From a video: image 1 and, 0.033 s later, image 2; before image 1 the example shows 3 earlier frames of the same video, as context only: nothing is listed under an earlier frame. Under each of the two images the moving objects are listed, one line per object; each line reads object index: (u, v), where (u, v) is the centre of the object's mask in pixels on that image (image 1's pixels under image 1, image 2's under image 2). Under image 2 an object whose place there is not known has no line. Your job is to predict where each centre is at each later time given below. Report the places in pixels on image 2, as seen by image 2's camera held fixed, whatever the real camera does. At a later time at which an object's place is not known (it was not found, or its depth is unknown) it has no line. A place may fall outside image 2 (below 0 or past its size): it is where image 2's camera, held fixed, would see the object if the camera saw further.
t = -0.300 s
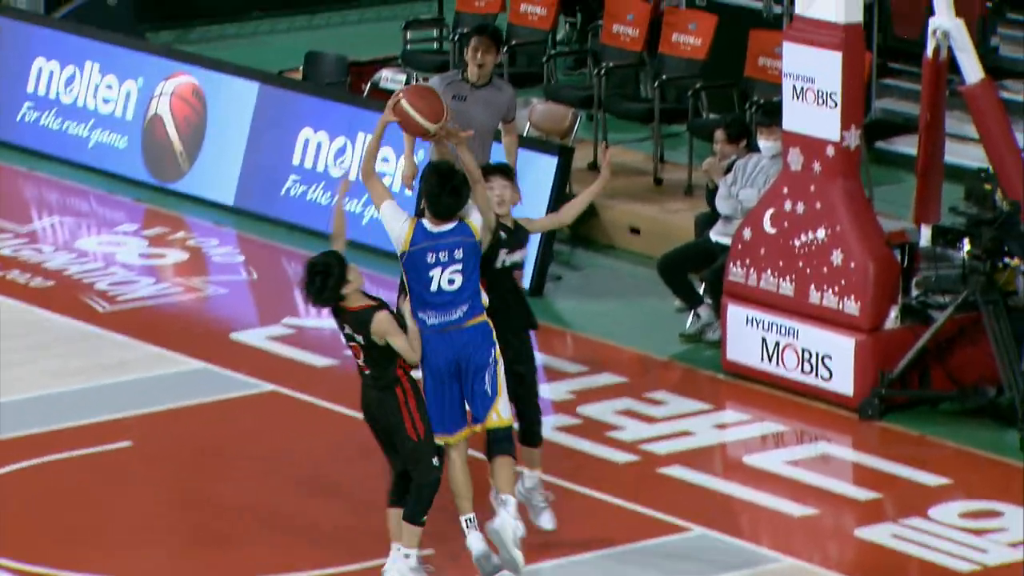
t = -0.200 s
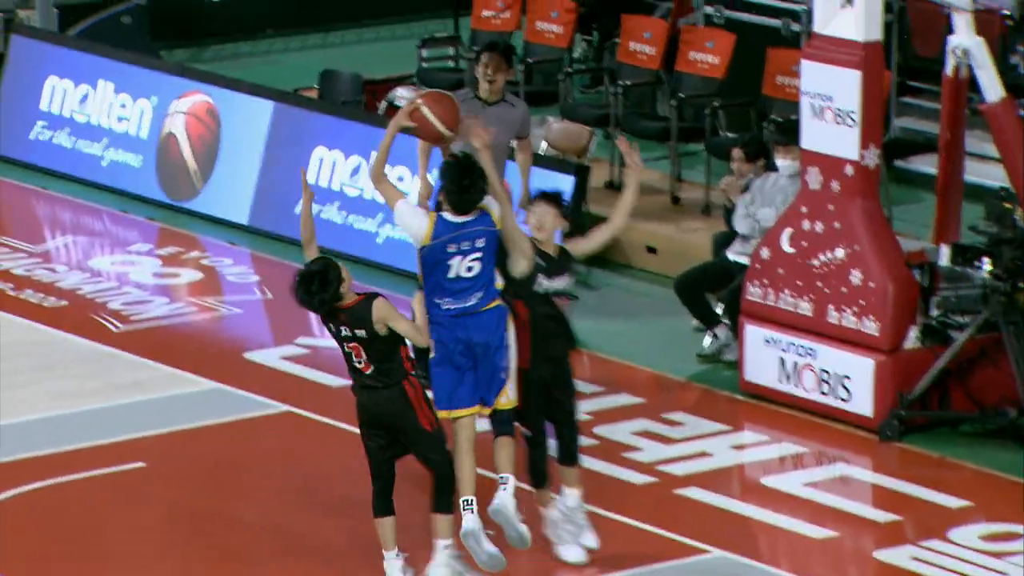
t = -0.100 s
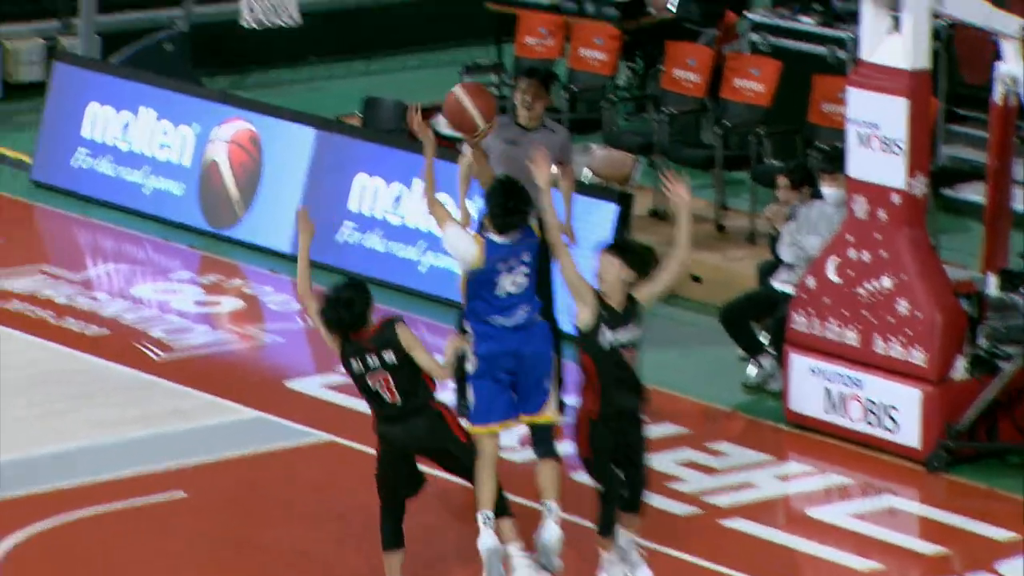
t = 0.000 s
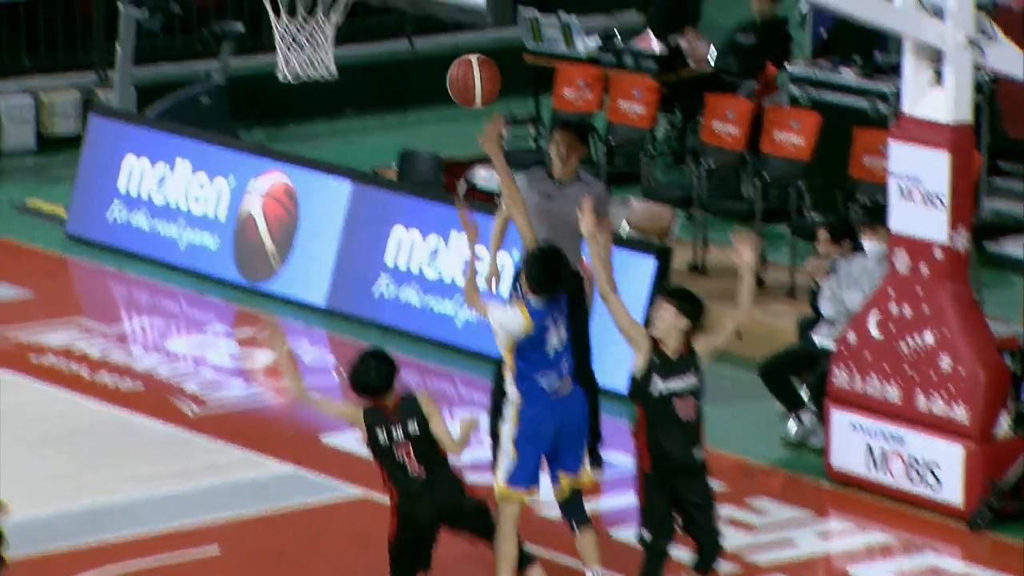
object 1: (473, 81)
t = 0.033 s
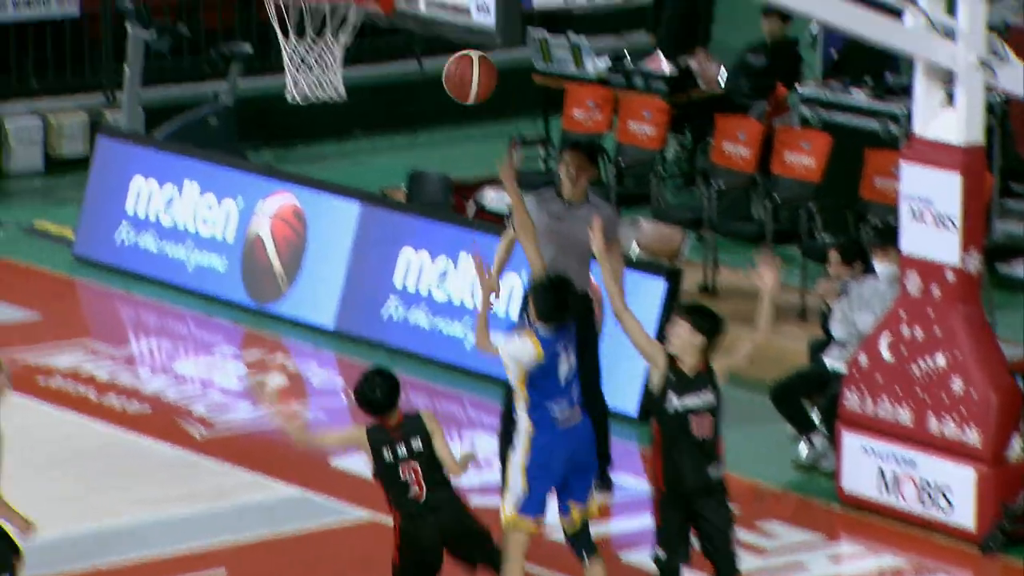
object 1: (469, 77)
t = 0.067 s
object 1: (456, 53)
